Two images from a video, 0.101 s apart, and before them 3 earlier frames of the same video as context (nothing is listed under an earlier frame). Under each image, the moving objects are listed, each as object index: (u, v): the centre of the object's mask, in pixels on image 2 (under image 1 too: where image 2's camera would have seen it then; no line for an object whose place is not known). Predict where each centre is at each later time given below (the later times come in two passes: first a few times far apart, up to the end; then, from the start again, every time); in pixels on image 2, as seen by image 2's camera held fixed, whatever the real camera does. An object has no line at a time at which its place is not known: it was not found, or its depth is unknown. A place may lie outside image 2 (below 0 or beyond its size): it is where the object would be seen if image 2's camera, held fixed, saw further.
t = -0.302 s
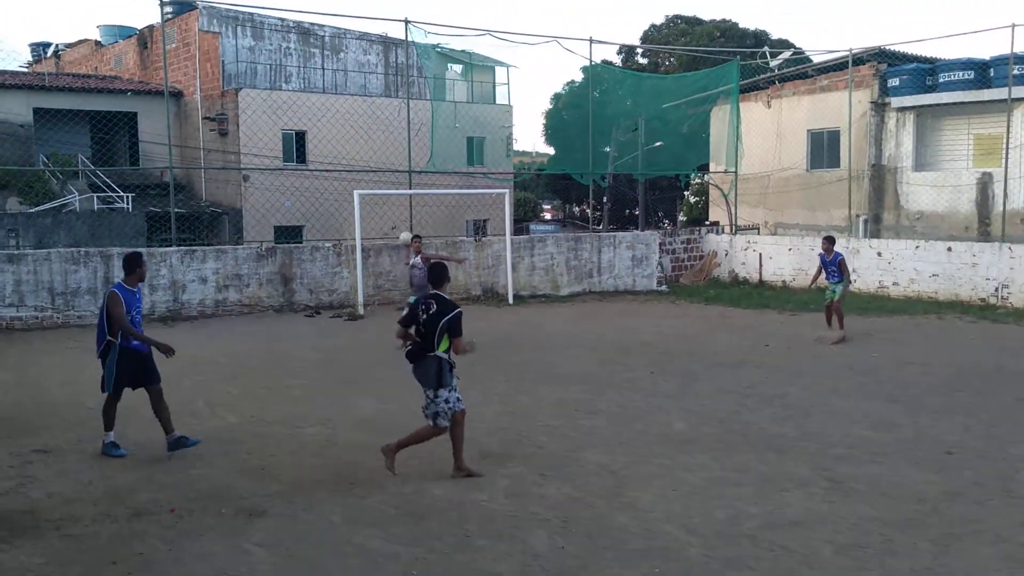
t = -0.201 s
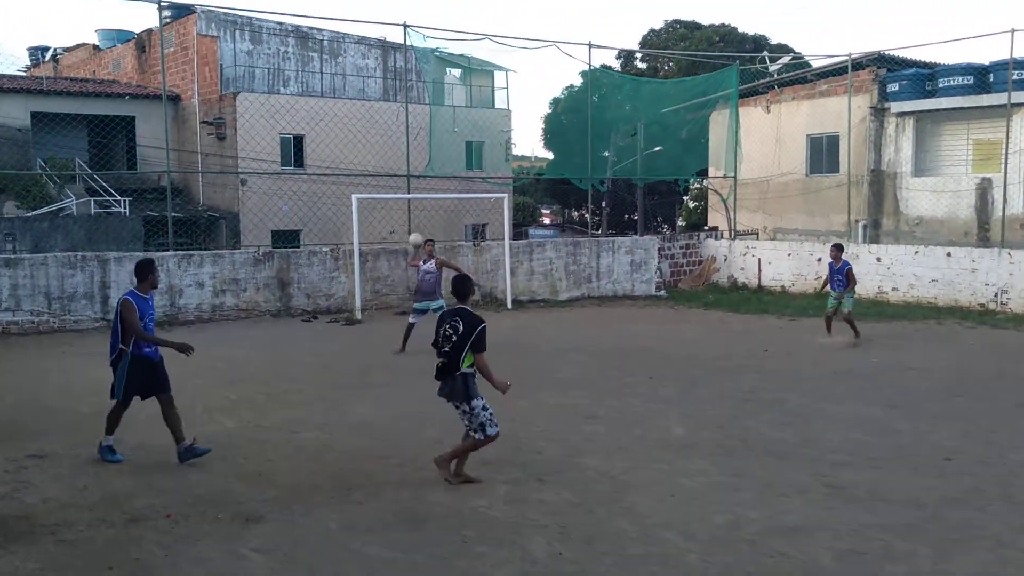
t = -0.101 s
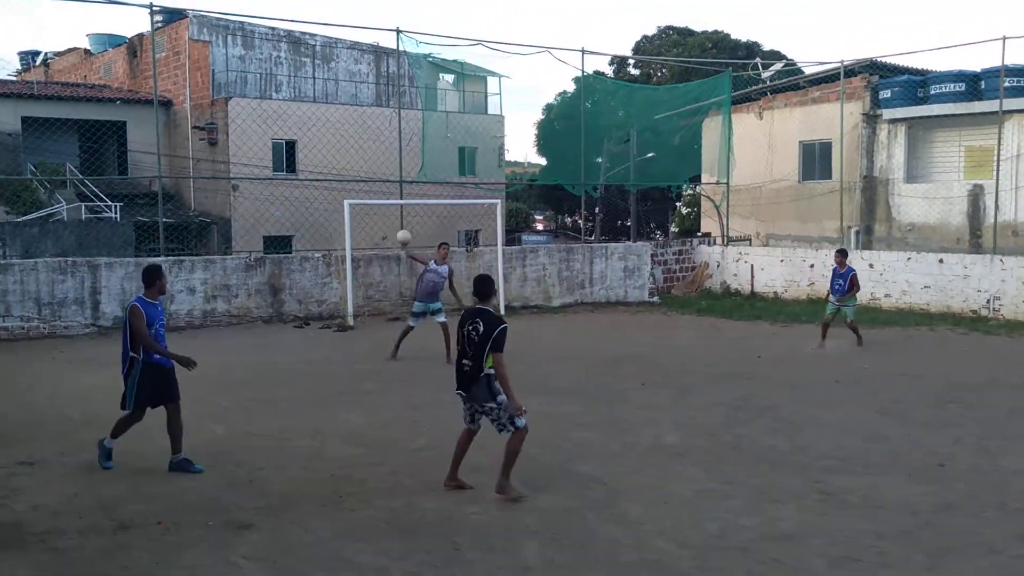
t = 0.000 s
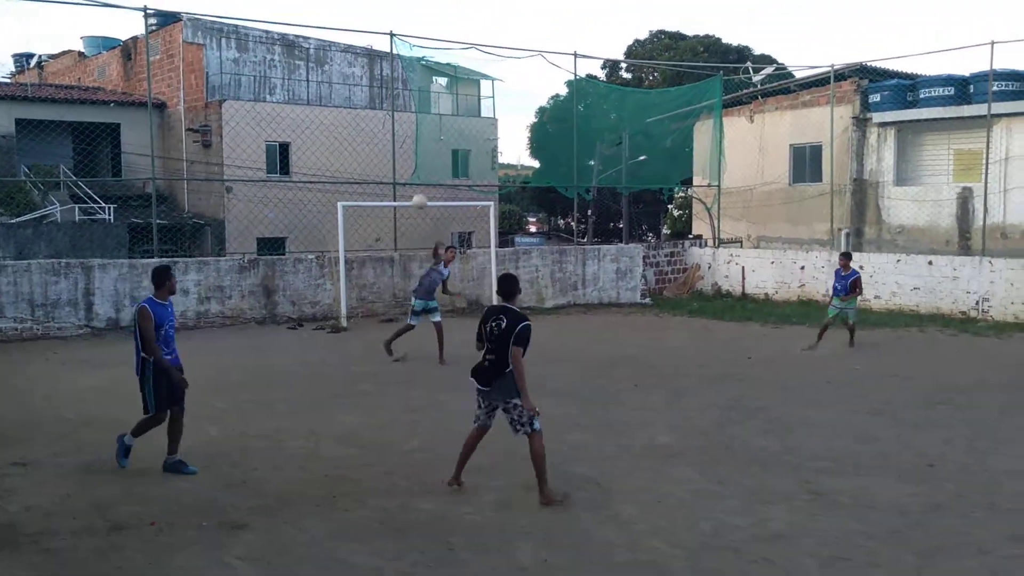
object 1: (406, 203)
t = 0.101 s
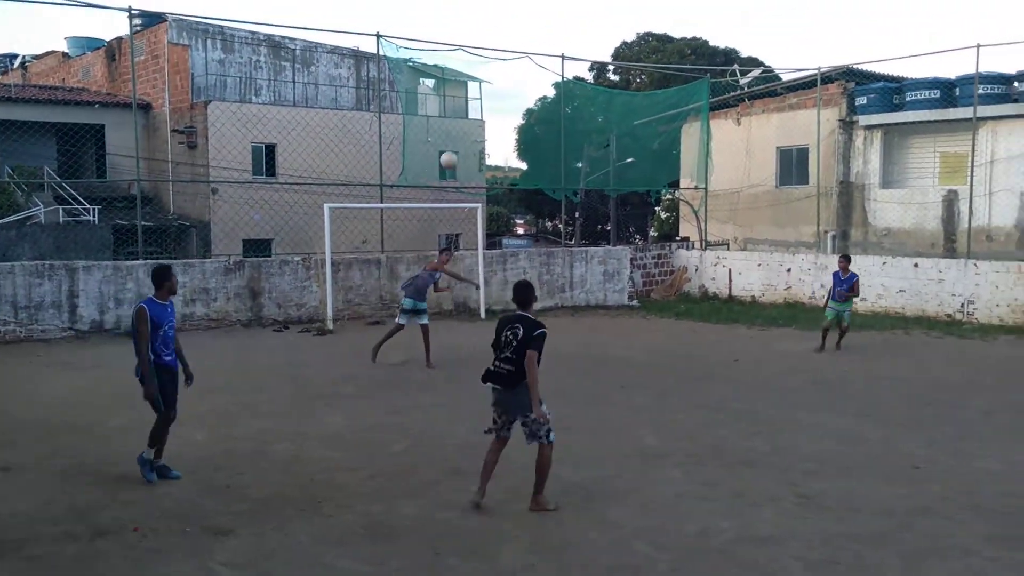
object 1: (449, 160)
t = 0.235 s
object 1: (517, 96)
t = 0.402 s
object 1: (632, 9)
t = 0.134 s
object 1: (465, 145)
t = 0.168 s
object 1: (482, 129)
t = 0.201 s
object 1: (499, 112)
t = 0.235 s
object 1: (517, 96)
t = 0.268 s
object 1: (538, 80)
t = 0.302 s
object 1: (559, 63)
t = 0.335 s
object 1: (582, 46)
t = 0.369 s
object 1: (606, 27)
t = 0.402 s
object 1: (632, 9)
